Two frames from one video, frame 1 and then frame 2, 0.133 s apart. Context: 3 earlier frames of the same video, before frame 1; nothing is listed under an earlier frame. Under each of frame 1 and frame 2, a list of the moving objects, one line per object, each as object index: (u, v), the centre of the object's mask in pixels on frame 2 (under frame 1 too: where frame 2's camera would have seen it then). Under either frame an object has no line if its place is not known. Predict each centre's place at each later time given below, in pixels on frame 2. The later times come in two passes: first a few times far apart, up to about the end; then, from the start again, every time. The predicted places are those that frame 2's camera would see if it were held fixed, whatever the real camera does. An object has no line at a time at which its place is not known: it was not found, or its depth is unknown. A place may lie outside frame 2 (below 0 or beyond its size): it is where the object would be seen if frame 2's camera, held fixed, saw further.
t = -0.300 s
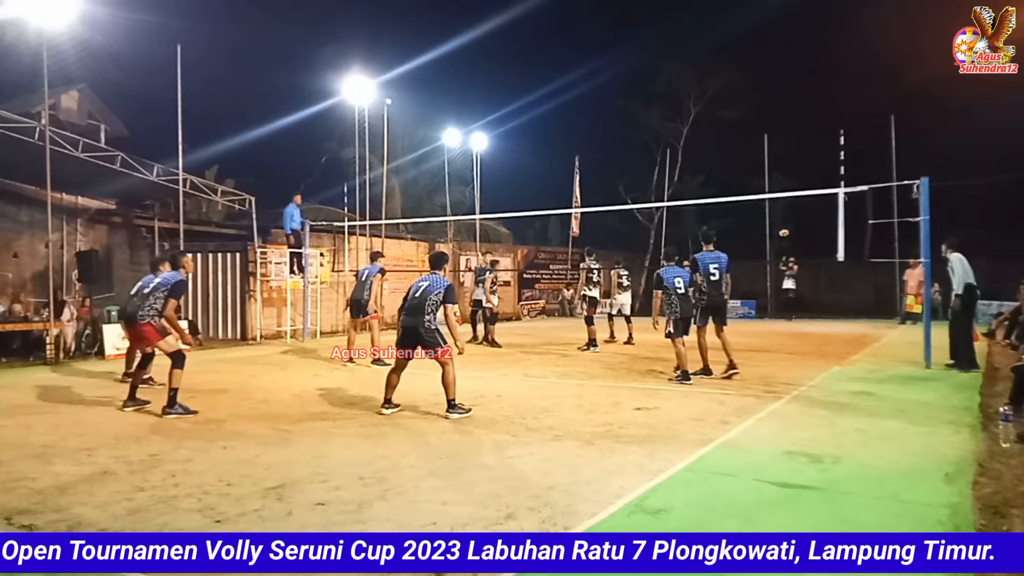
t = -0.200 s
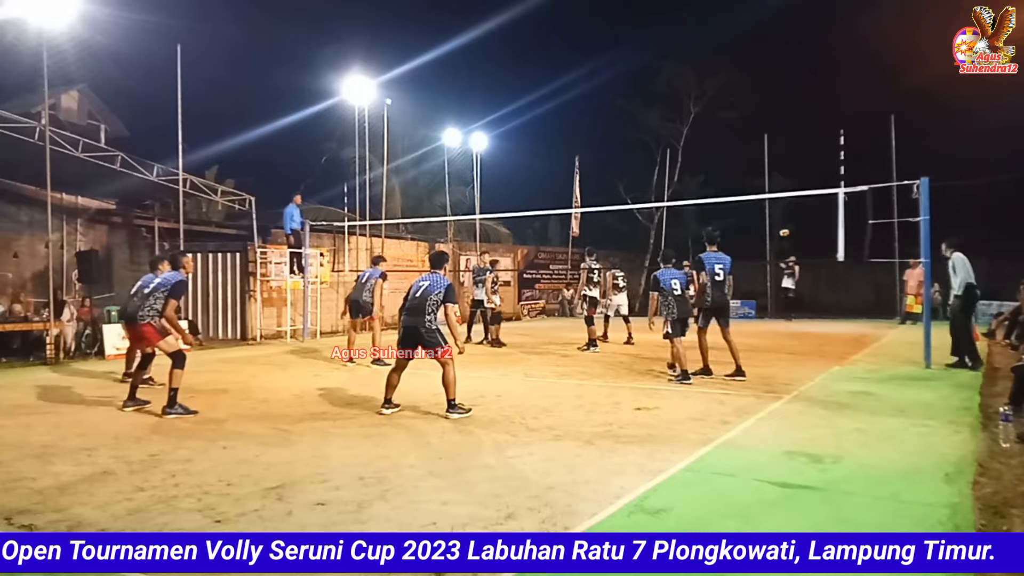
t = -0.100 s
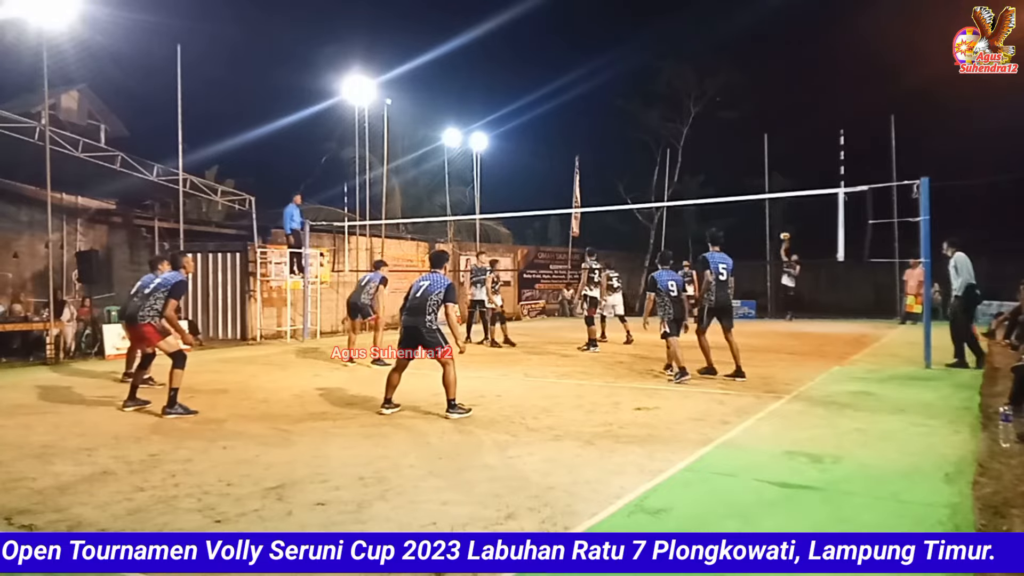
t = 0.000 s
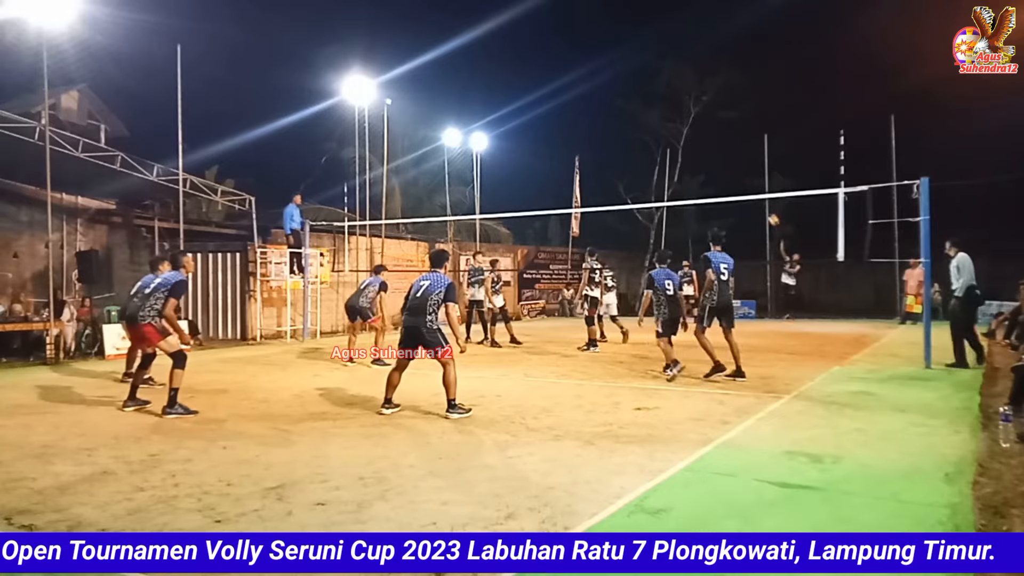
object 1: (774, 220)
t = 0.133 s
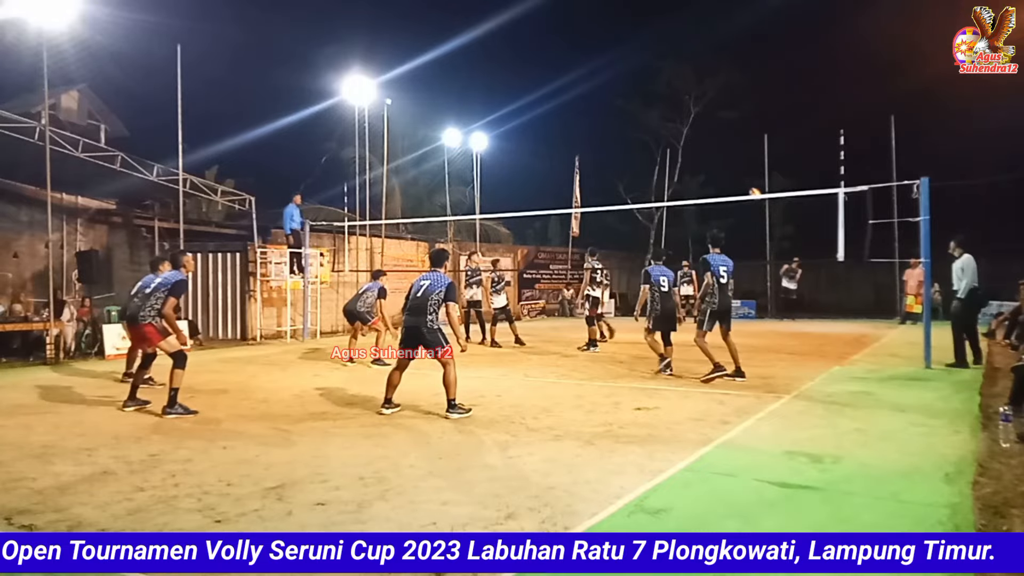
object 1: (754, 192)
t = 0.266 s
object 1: (734, 170)
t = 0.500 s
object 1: (686, 139)
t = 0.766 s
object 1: (611, 126)
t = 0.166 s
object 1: (750, 188)
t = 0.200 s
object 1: (745, 181)
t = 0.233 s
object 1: (739, 176)
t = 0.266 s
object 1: (734, 170)
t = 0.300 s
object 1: (727, 165)
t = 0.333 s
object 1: (721, 160)
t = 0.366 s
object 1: (715, 155)
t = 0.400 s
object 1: (708, 151)
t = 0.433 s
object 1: (701, 147)
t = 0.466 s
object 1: (694, 143)
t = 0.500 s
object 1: (686, 139)
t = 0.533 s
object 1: (677, 136)
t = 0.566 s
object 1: (670, 134)
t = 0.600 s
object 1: (661, 132)
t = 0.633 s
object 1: (652, 129)
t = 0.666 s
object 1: (643, 128)
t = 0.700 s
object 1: (633, 126)
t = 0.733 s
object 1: (622, 126)
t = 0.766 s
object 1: (611, 126)
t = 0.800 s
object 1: (599, 127)
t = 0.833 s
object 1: (586, 129)
